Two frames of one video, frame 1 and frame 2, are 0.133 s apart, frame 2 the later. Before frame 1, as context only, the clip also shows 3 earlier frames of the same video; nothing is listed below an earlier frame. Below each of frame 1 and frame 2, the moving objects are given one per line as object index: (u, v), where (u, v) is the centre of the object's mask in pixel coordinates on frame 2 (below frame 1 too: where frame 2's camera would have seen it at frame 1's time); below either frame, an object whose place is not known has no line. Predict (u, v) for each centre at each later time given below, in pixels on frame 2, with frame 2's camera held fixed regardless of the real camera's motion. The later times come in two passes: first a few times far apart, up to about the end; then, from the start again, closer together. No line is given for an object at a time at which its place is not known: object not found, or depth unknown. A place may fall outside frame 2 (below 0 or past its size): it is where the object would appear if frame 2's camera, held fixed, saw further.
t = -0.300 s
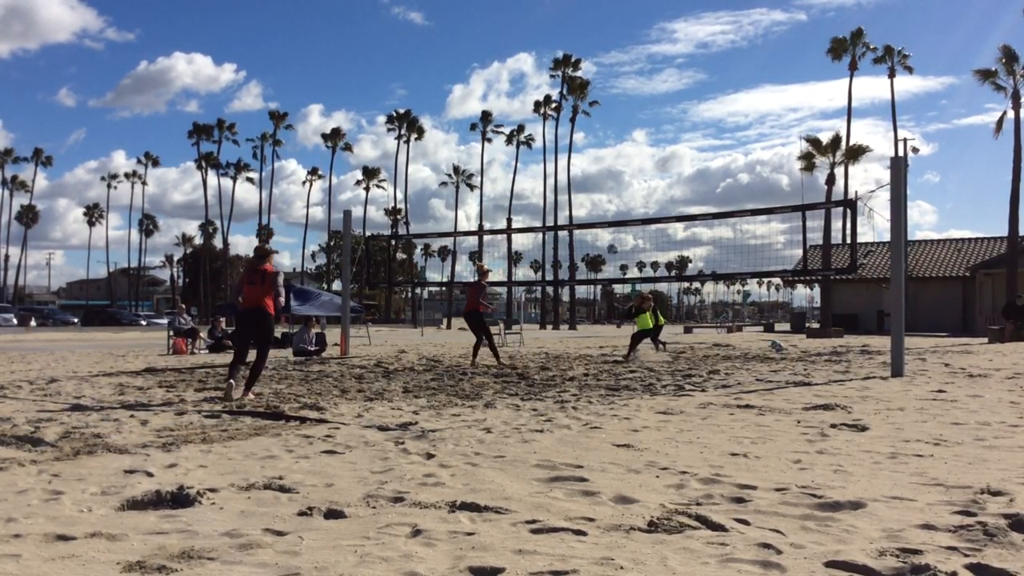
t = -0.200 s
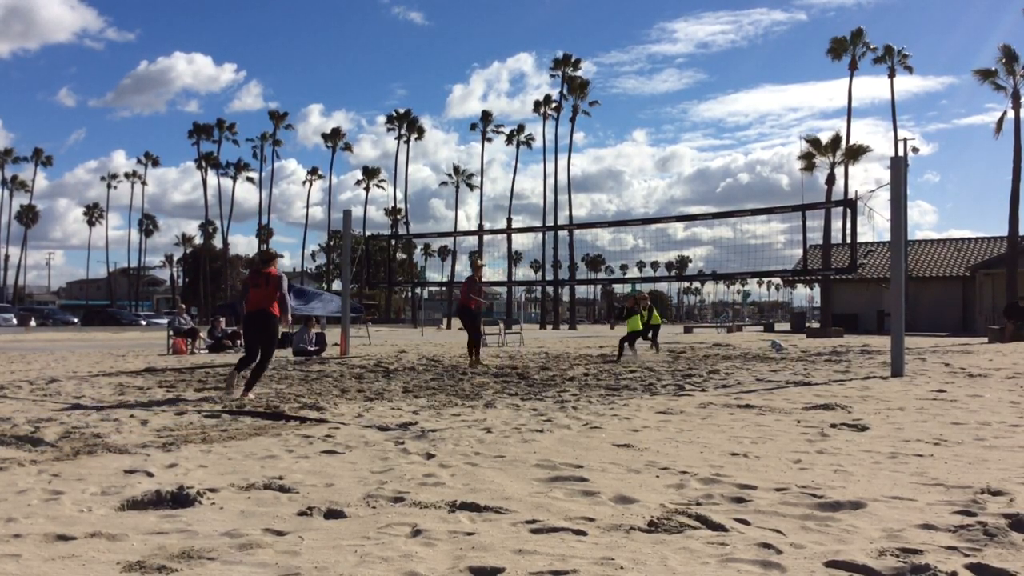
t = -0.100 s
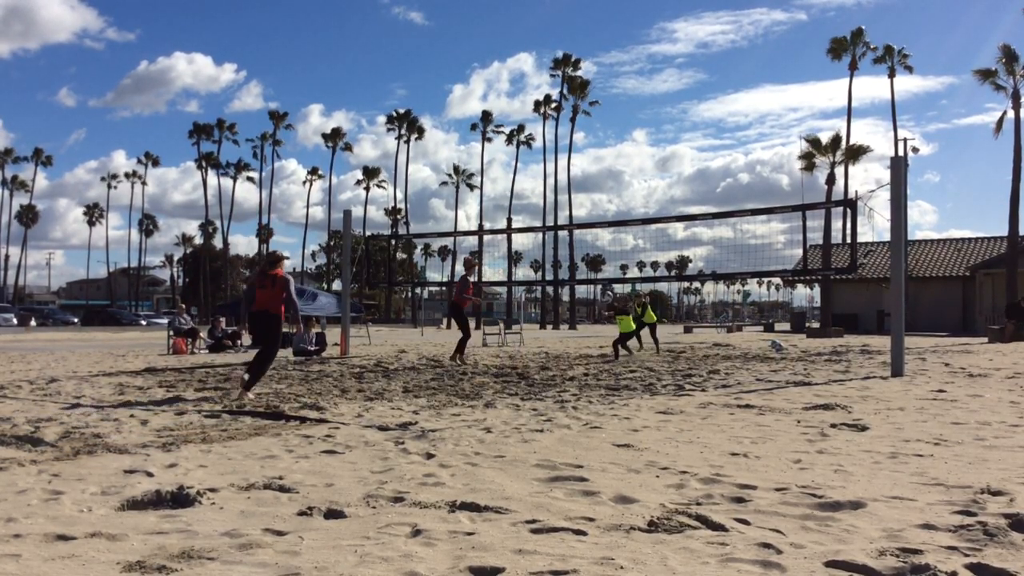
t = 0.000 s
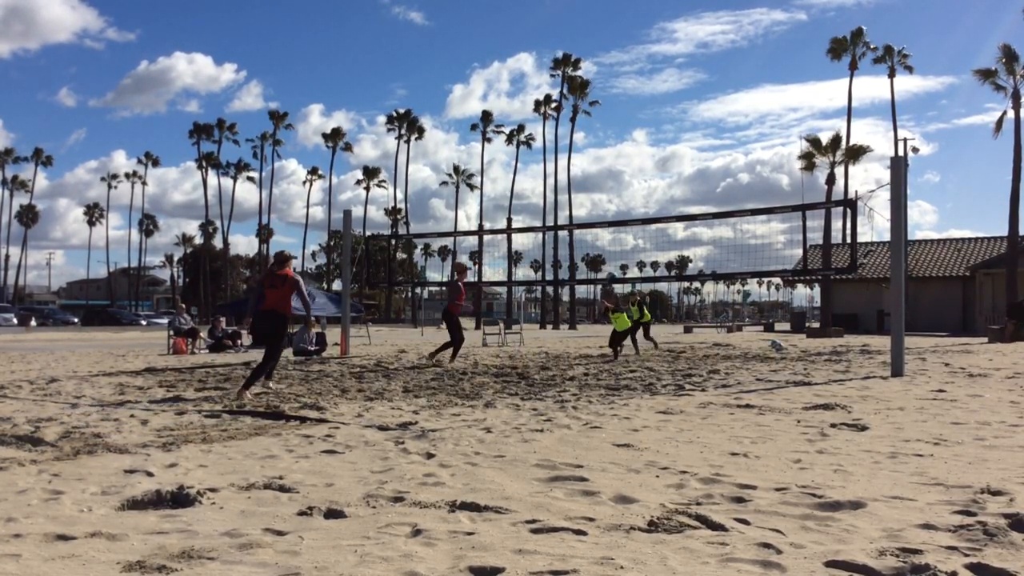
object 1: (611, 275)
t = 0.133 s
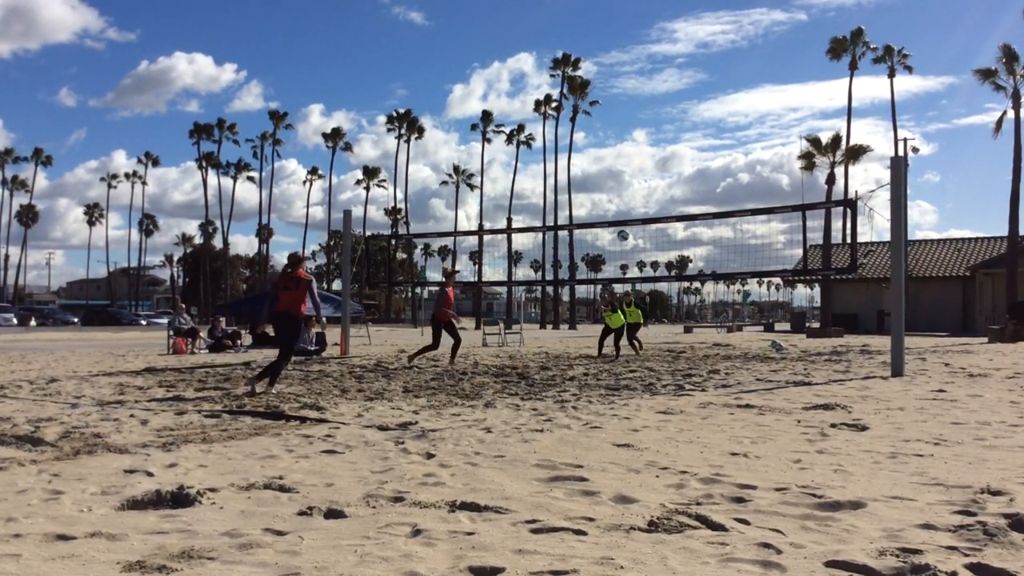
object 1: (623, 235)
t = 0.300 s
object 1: (637, 195)
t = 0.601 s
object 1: (665, 159)
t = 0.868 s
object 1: (691, 173)
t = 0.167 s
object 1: (627, 228)
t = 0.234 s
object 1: (631, 209)
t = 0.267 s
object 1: (634, 202)
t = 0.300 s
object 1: (637, 195)
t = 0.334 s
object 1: (639, 188)
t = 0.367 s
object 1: (642, 182)
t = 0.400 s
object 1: (646, 177)
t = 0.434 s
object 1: (649, 172)
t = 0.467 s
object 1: (652, 168)
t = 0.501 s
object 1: (655, 165)
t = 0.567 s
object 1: (662, 160)
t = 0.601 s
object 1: (665, 159)
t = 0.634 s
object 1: (668, 158)
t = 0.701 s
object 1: (675, 159)
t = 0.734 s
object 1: (678, 160)
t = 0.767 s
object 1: (681, 162)
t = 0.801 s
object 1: (684, 165)
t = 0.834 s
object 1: (687, 169)
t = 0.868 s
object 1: (691, 173)
